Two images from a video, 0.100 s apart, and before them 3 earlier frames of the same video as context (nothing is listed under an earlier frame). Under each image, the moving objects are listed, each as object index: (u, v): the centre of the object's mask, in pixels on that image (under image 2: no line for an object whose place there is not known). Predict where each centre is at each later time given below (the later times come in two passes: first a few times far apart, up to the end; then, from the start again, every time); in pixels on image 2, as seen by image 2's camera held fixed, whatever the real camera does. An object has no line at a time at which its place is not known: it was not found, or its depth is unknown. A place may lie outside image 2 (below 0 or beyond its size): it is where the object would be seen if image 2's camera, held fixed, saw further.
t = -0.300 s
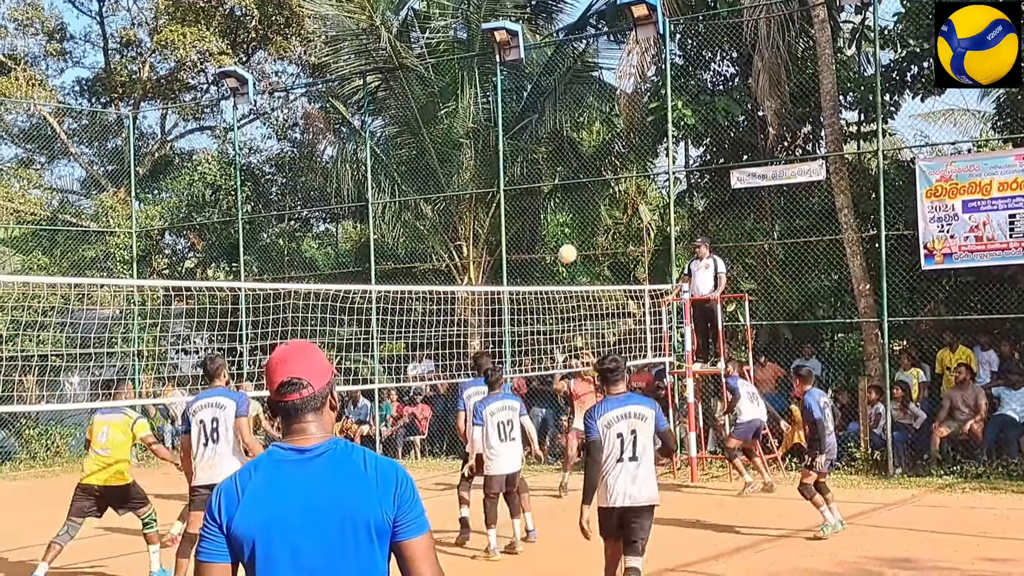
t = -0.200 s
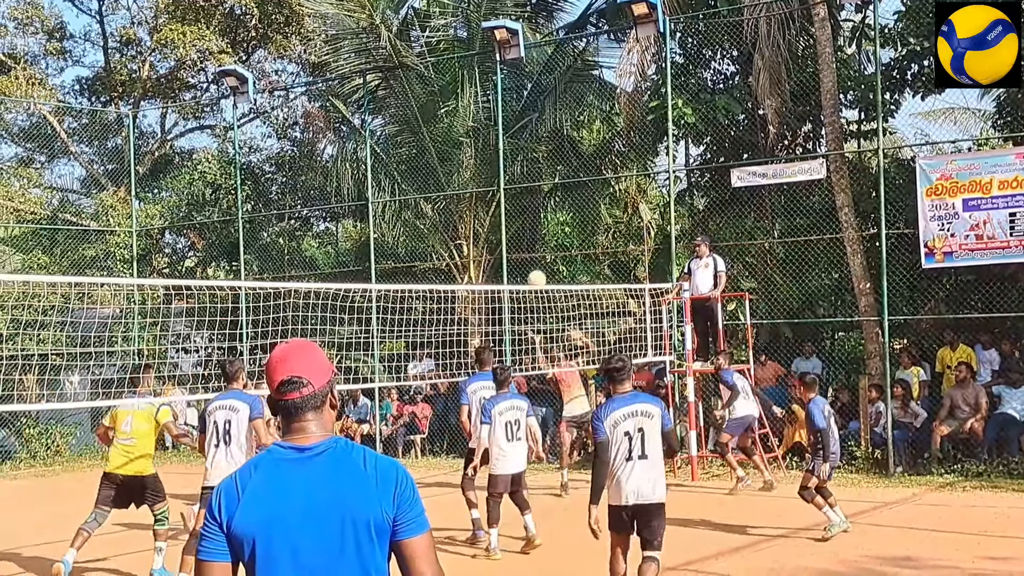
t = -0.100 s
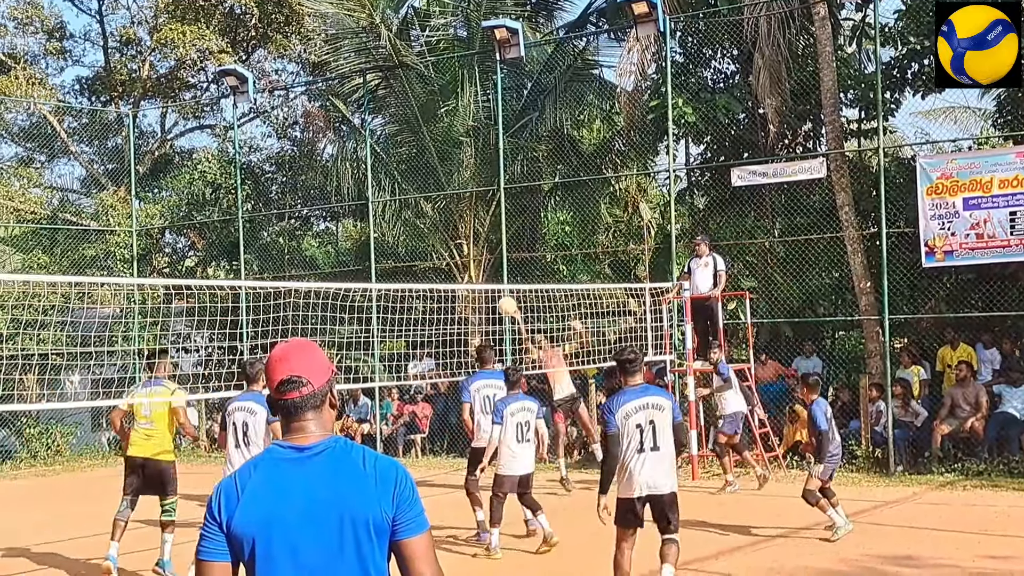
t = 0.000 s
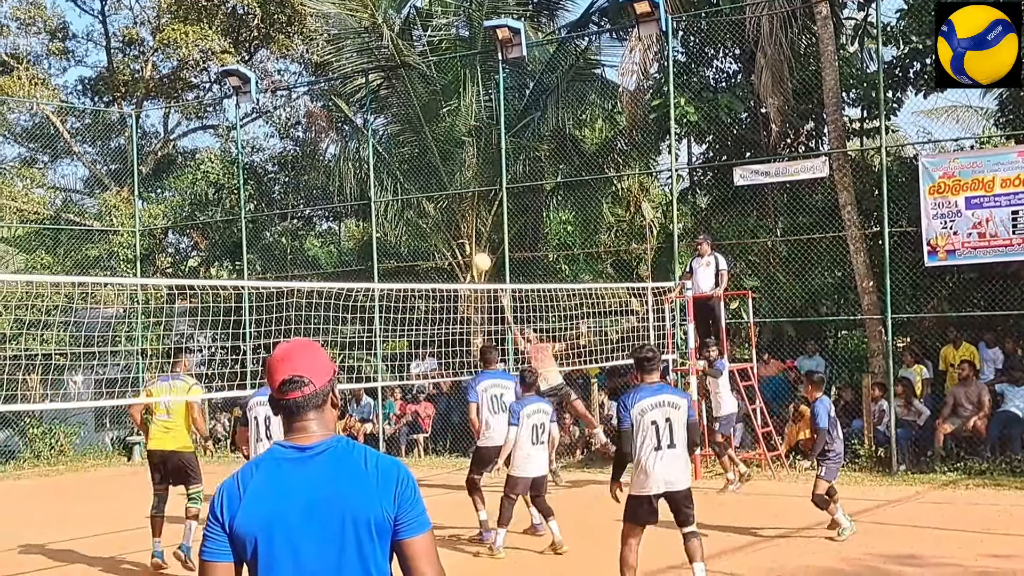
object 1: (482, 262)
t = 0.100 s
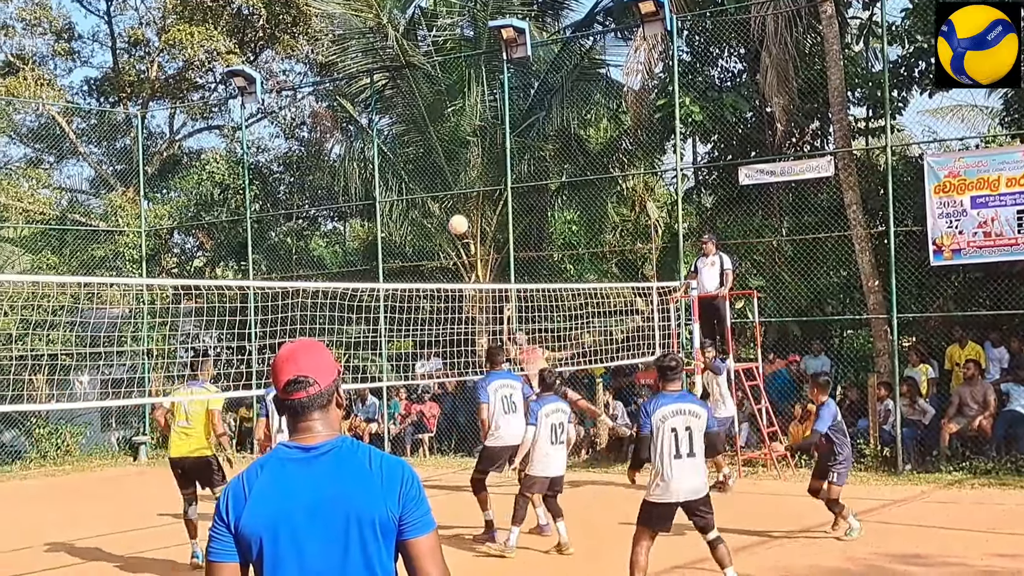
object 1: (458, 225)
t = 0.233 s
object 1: (421, 187)
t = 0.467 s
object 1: (355, 157)
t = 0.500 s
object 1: (346, 157)
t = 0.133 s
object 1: (449, 214)
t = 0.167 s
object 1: (439, 204)
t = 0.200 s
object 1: (430, 195)
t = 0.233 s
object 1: (421, 187)
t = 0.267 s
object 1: (412, 180)
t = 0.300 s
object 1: (402, 174)
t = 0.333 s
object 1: (393, 168)
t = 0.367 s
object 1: (383, 164)
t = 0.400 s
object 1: (373, 161)
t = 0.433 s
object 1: (364, 159)
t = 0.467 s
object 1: (355, 157)
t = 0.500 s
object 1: (346, 157)
